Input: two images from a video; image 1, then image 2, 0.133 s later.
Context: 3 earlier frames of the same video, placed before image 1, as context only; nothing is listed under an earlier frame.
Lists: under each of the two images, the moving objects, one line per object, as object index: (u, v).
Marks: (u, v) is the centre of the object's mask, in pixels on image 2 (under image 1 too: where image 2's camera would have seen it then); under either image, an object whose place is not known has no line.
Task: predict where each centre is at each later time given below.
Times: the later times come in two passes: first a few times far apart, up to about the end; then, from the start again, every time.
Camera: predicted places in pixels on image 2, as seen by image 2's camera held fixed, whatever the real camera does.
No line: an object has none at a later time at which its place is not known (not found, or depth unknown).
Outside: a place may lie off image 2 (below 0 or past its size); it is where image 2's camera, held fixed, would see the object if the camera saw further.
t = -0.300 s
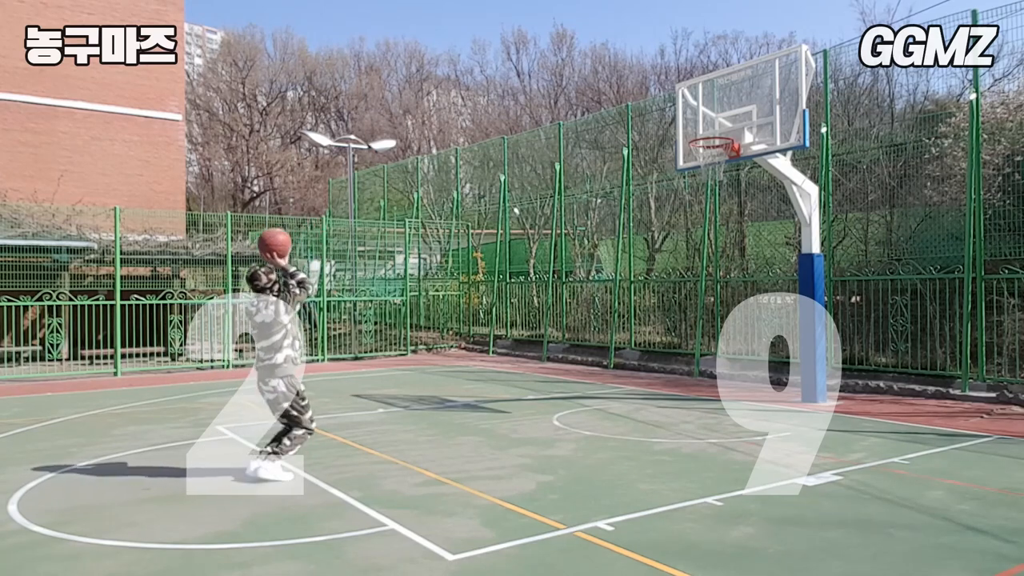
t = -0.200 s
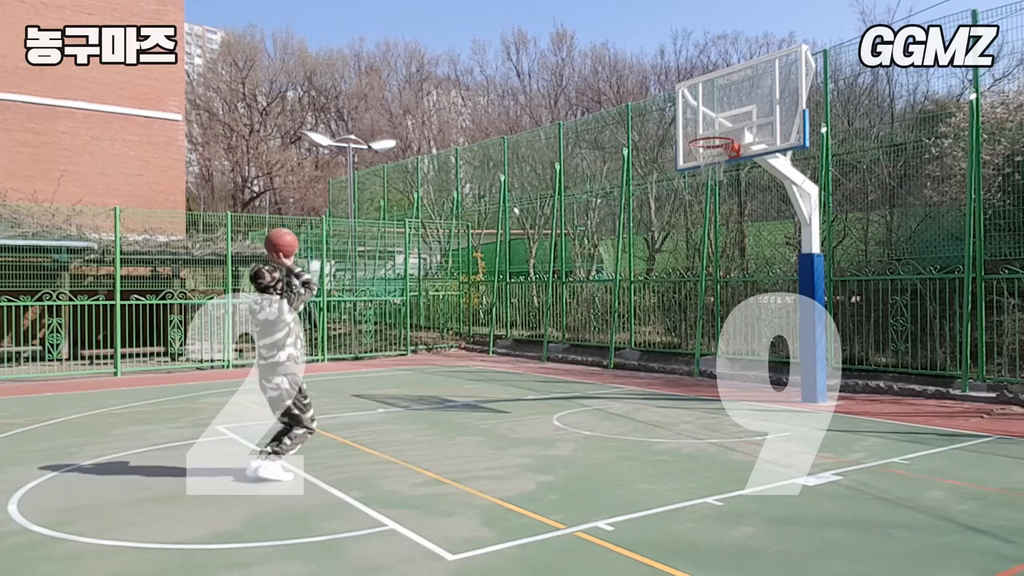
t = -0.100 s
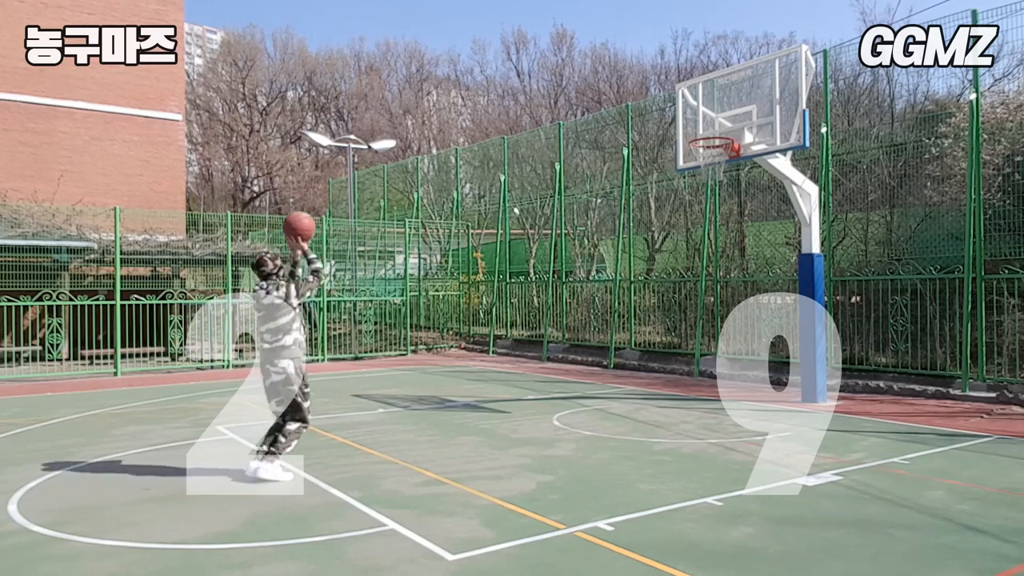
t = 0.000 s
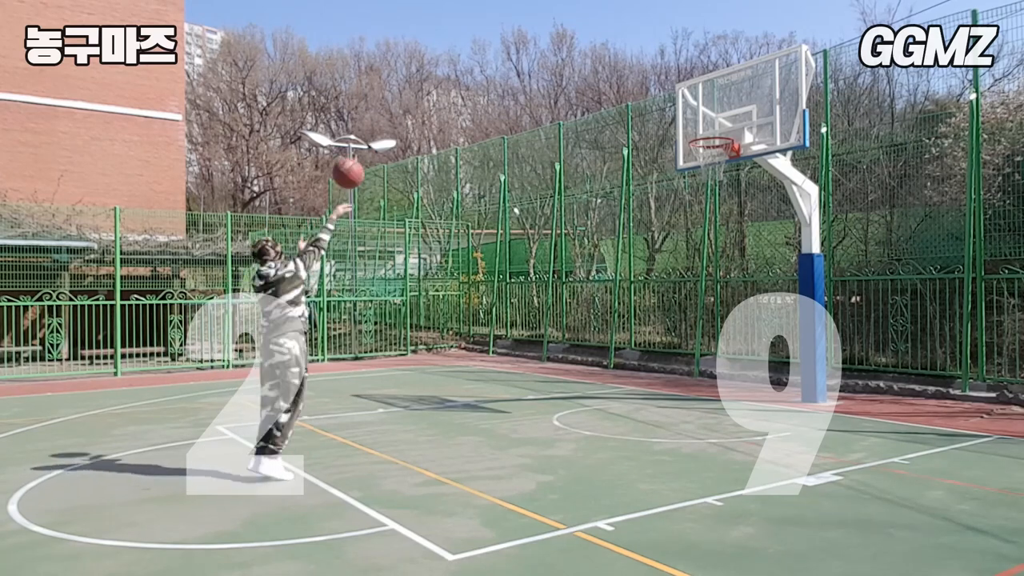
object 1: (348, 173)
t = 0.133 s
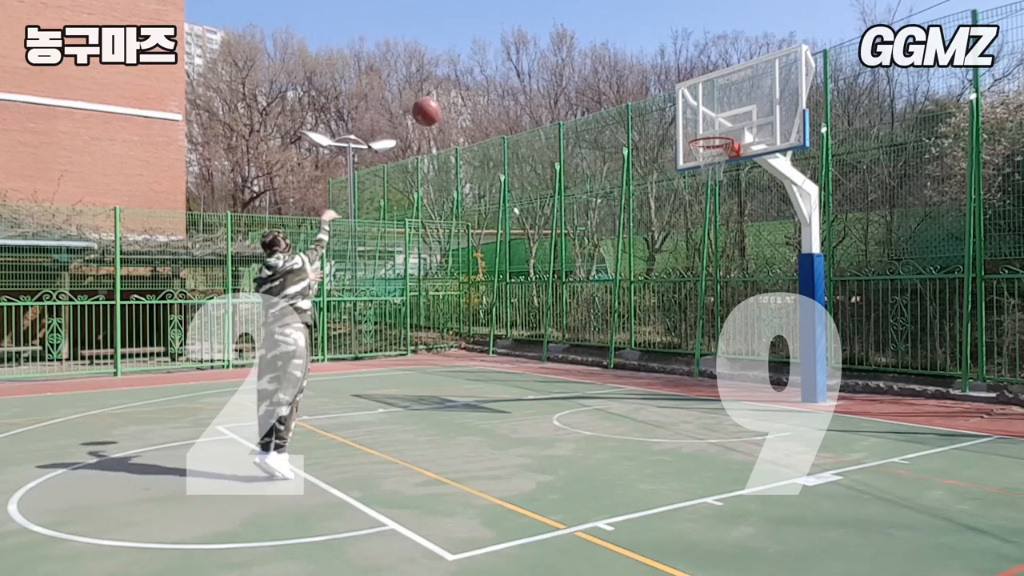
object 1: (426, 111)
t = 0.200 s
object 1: (463, 91)
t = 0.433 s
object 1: (573, 63)
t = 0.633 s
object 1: (651, 83)
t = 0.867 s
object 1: (719, 144)
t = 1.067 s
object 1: (689, 158)
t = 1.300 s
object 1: (711, 161)
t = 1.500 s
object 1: (736, 204)
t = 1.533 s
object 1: (739, 214)
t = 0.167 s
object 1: (445, 100)
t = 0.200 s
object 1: (463, 91)
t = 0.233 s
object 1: (480, 83)
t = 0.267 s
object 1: (496, 76)
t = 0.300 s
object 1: (512, 71)
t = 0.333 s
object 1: (528, 67)
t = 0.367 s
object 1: (543, 64)
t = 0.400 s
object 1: (558, 63)
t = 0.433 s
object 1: (573, 63)
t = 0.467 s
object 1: (586, 63)
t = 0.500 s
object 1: (600, 65)
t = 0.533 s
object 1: (613, 68)
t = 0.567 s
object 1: (626, 73)
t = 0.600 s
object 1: (638, 77)
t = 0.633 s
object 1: (651, 83)
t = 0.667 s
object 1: (663, 90)
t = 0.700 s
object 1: (674, 98)
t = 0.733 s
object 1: (686, 106)
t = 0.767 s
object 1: (697, 115)
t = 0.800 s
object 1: (708, 125)
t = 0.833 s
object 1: (718, 135)
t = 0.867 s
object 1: (719, 144)
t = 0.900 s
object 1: (713, 150)
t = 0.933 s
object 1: (703, 157)
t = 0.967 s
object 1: (697, 160)
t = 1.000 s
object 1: (692, 160)
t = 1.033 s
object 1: (690, 159)
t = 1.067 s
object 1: (689, 158)
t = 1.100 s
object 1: (690, 156)
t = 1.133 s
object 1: (693, 154)
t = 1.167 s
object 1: (695, 153)
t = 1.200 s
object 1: (699, 154)
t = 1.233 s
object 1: (702, 156)
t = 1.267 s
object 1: (706, 158)
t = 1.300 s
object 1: (711, 161)
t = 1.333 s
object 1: (715, 165)
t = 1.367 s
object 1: (719, 171)
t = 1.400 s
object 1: (723, 177)
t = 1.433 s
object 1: (727, 185)
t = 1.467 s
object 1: (731, 193)
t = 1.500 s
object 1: (736, 204)
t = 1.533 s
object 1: (739, 214)
